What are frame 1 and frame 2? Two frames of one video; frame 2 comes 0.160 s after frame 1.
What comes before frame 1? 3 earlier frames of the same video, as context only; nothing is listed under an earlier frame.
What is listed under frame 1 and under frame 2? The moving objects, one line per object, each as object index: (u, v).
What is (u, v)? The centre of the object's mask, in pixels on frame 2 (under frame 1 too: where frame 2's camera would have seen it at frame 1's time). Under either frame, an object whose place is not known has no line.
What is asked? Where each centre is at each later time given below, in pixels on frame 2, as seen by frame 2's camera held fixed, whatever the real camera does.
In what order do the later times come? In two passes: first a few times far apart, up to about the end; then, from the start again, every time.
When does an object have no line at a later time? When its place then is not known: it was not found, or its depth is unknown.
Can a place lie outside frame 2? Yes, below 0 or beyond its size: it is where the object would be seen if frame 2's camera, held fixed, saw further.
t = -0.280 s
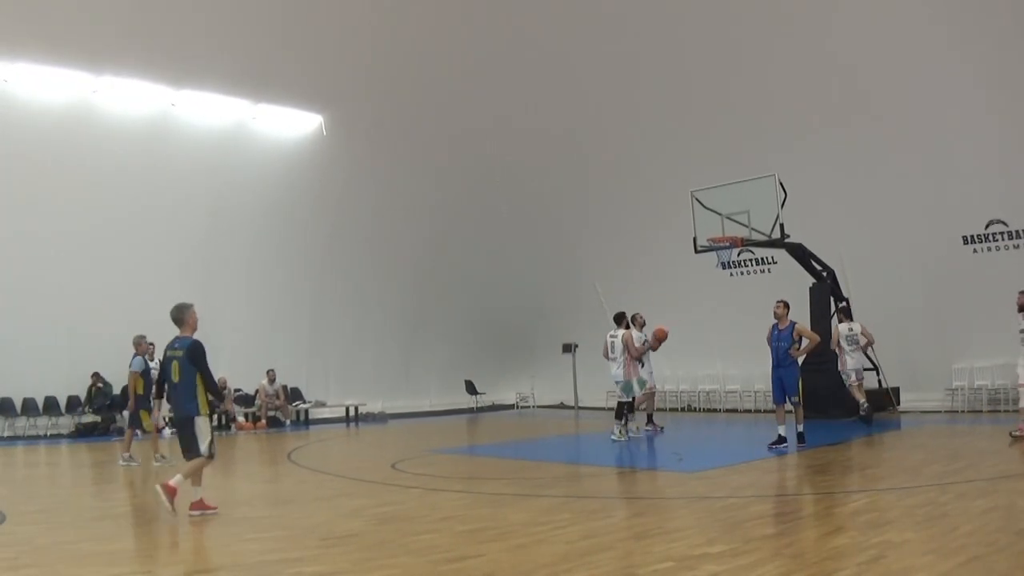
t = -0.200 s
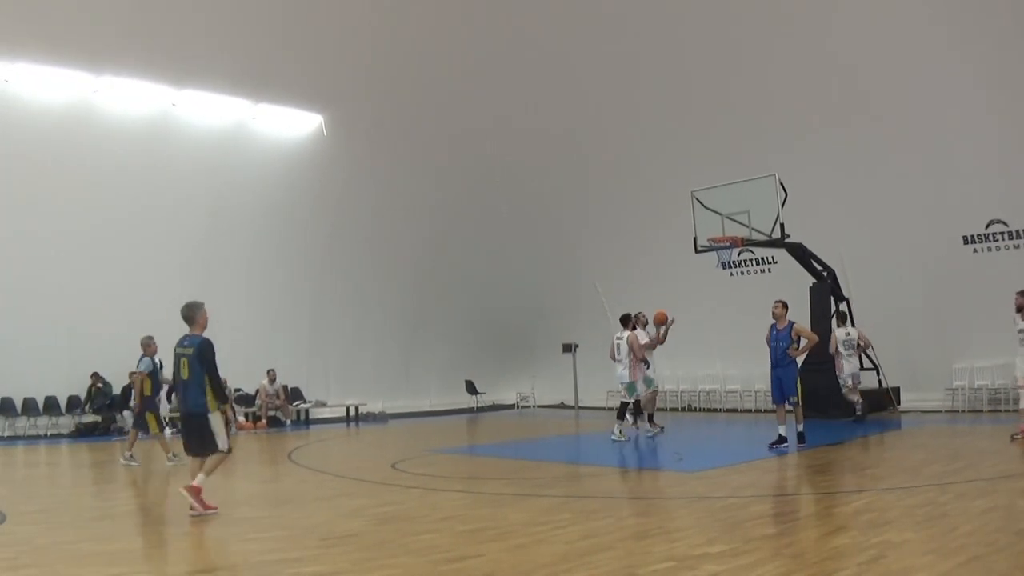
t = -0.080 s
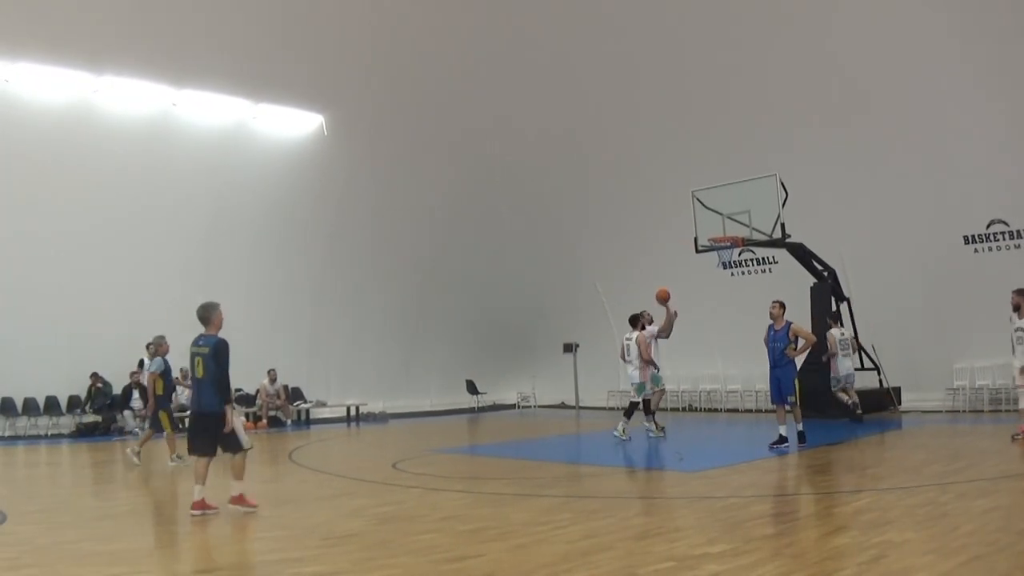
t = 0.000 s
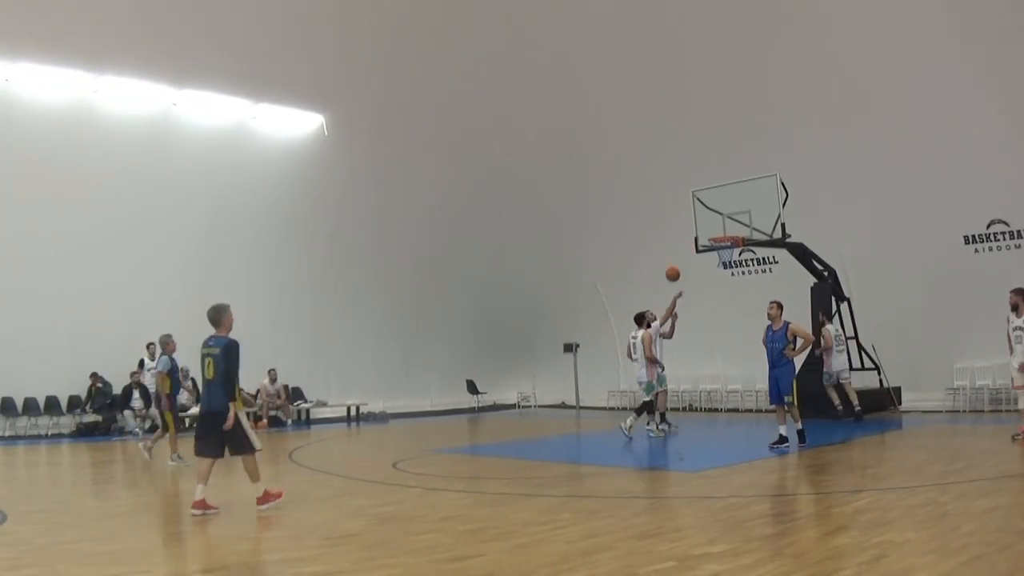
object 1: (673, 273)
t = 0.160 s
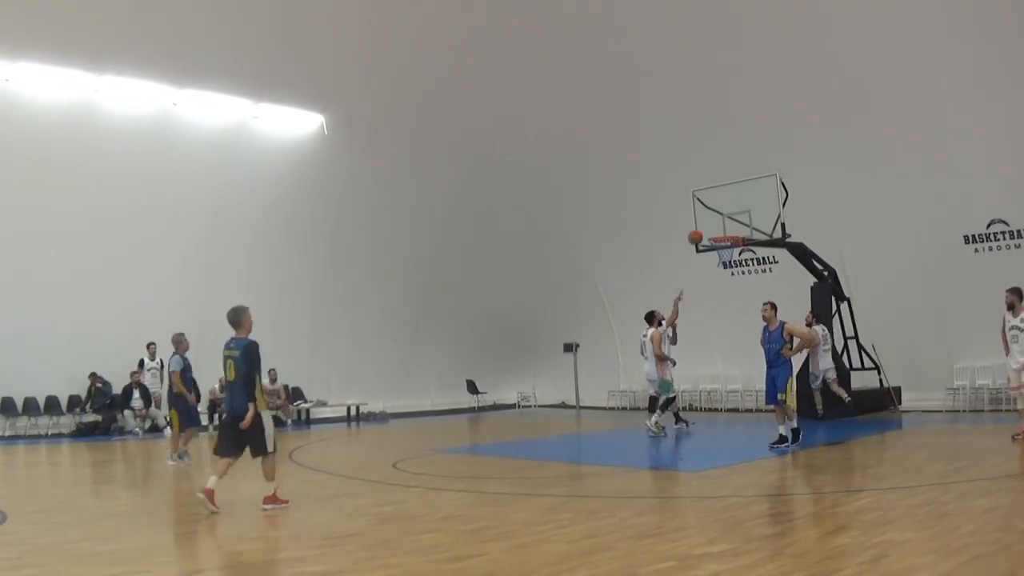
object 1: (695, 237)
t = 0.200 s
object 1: (701, 230)
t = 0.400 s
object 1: (722, 215)
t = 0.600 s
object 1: (730, 231)
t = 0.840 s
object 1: (721, 244)
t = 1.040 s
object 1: (733, 251)
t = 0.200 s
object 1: (701, 230)
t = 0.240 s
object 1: (707, 224)
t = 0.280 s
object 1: (713, 219)
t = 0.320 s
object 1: (719, 215)
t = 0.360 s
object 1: (721, 214)
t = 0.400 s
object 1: (722, 215)
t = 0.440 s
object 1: (723, 216)
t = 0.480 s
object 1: (725, 219)
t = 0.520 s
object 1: (726, 221)
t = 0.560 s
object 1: (728, 226)
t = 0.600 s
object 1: (730, 231)
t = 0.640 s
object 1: (728, 236)
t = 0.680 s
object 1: (723, 241)
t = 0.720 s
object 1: (721, 243)
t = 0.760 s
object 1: (719, 243)
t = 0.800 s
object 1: (720, 243)
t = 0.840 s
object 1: (721, 244)
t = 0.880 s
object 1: (722, 244)
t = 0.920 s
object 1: (723, 244)
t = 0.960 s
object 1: (728, 248)
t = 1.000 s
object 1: (730, 250)
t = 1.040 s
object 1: (733, 251)
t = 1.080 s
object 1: (734, 255)
